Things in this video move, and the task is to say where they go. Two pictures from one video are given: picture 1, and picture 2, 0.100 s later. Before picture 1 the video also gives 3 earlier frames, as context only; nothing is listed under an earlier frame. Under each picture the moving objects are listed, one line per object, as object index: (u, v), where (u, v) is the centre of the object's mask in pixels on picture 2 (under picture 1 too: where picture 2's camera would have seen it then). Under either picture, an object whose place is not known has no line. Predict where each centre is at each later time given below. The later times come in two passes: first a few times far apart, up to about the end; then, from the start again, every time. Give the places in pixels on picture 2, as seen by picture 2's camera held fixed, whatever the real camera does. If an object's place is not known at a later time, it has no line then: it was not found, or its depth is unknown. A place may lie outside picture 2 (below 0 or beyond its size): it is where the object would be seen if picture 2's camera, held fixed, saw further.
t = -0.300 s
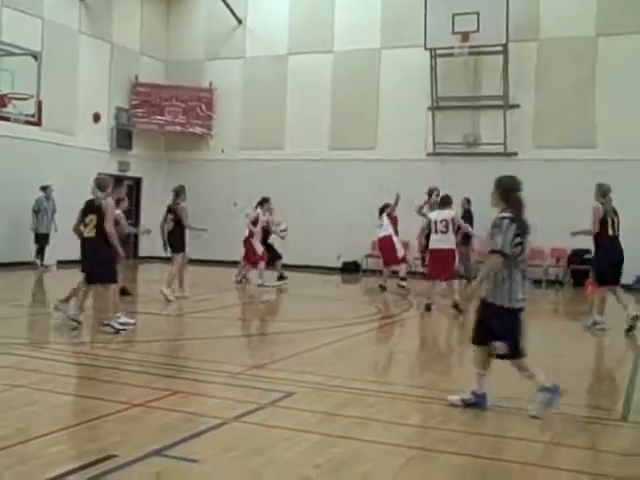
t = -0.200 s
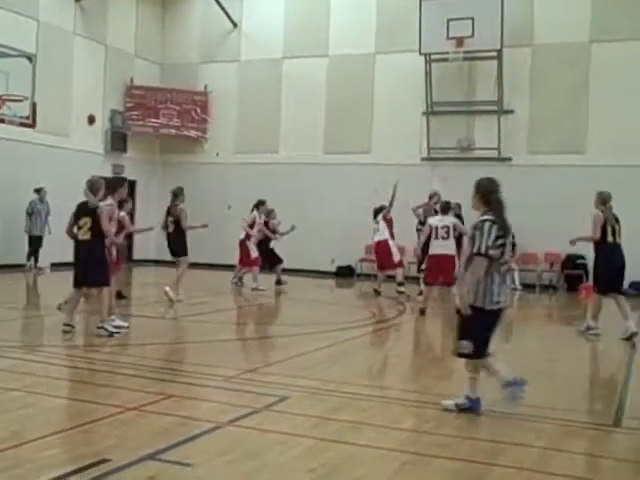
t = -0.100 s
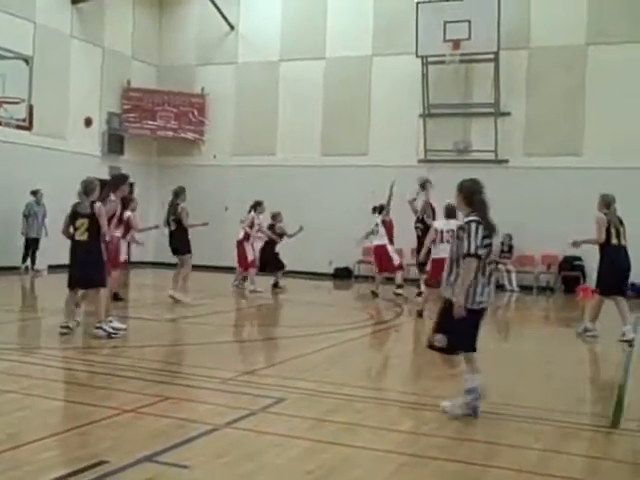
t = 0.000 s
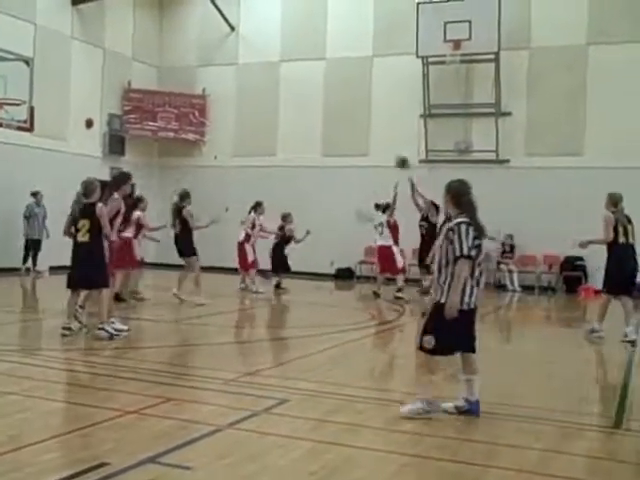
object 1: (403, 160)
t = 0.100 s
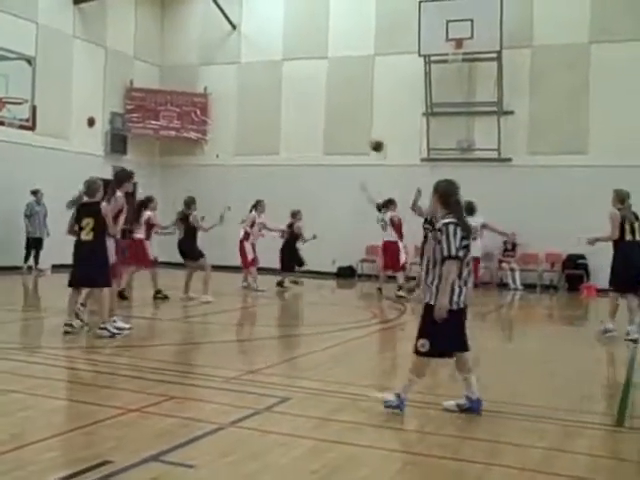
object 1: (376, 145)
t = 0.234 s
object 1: (339, 134)
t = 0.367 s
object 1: (301, 132)
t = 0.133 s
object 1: (367, 142)
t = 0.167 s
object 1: (359, 139)
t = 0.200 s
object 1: (350, 136)
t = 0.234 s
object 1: (339, 134)
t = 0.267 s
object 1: (330, 133)
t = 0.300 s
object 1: (321, 131)
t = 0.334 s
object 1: (311, 131)
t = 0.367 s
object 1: (301, 132)
